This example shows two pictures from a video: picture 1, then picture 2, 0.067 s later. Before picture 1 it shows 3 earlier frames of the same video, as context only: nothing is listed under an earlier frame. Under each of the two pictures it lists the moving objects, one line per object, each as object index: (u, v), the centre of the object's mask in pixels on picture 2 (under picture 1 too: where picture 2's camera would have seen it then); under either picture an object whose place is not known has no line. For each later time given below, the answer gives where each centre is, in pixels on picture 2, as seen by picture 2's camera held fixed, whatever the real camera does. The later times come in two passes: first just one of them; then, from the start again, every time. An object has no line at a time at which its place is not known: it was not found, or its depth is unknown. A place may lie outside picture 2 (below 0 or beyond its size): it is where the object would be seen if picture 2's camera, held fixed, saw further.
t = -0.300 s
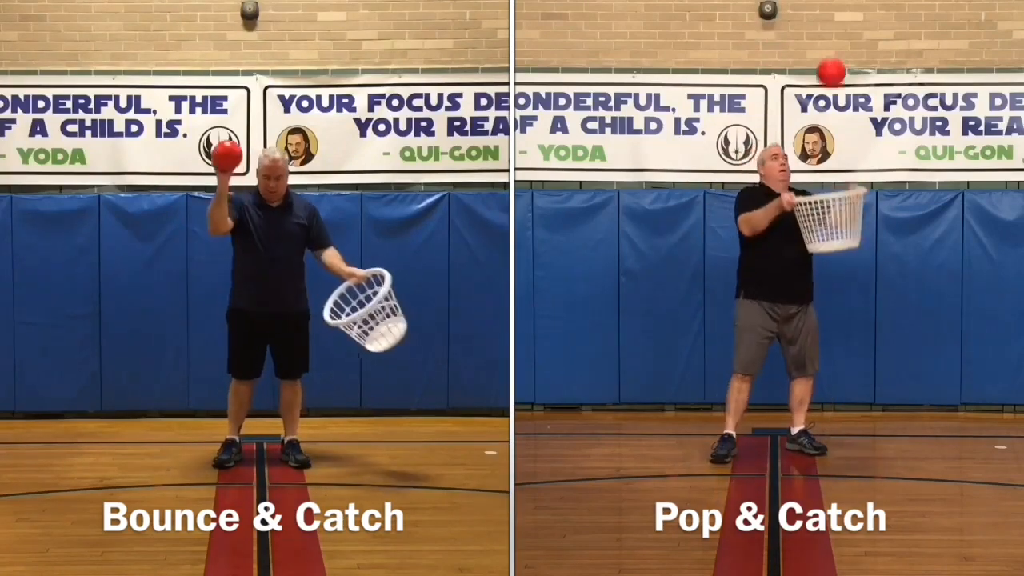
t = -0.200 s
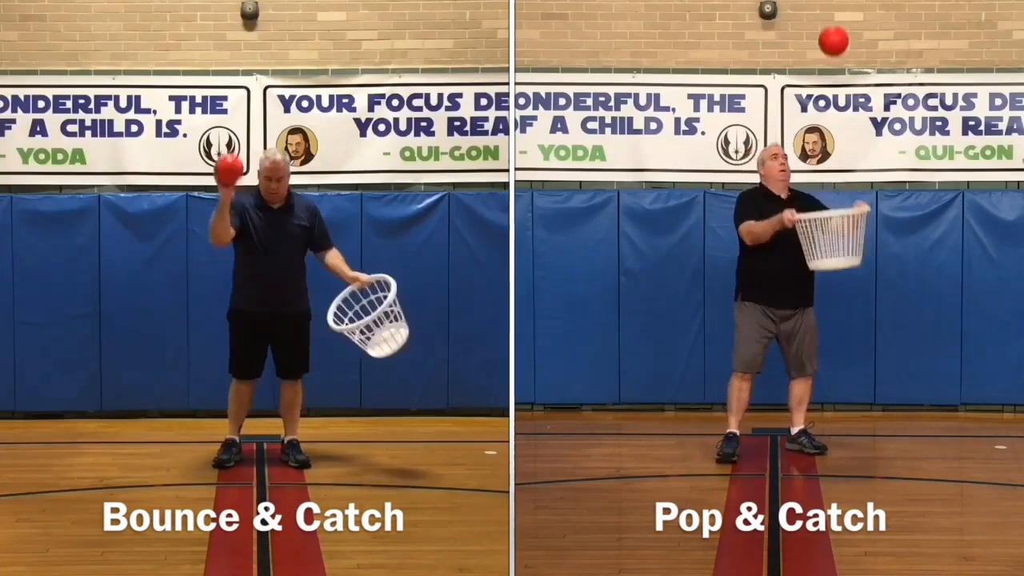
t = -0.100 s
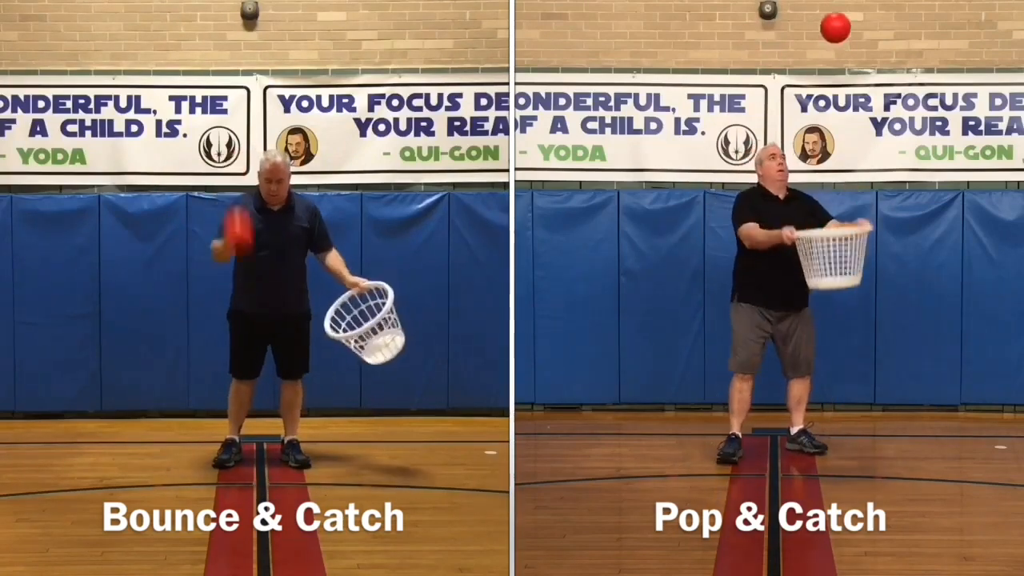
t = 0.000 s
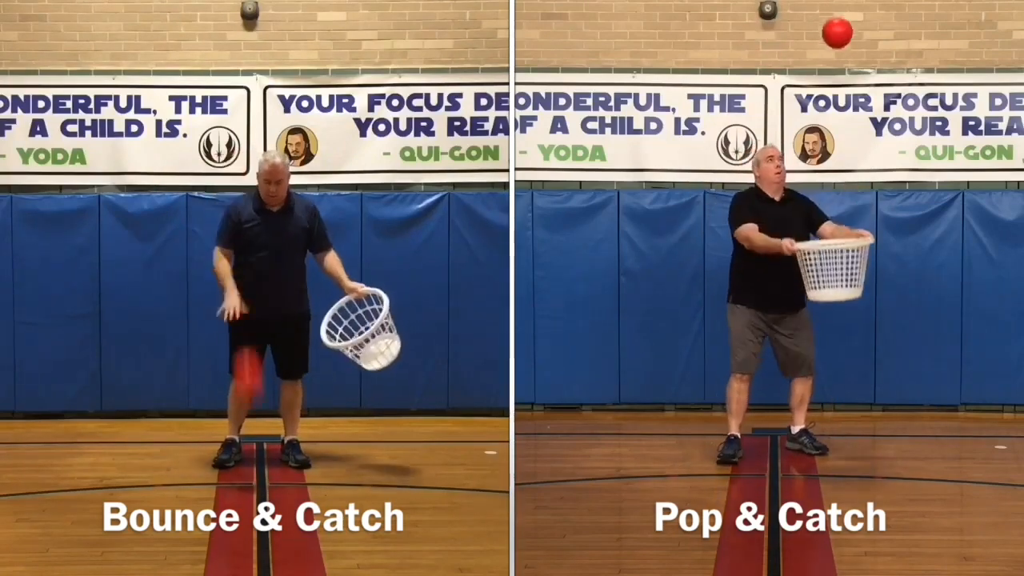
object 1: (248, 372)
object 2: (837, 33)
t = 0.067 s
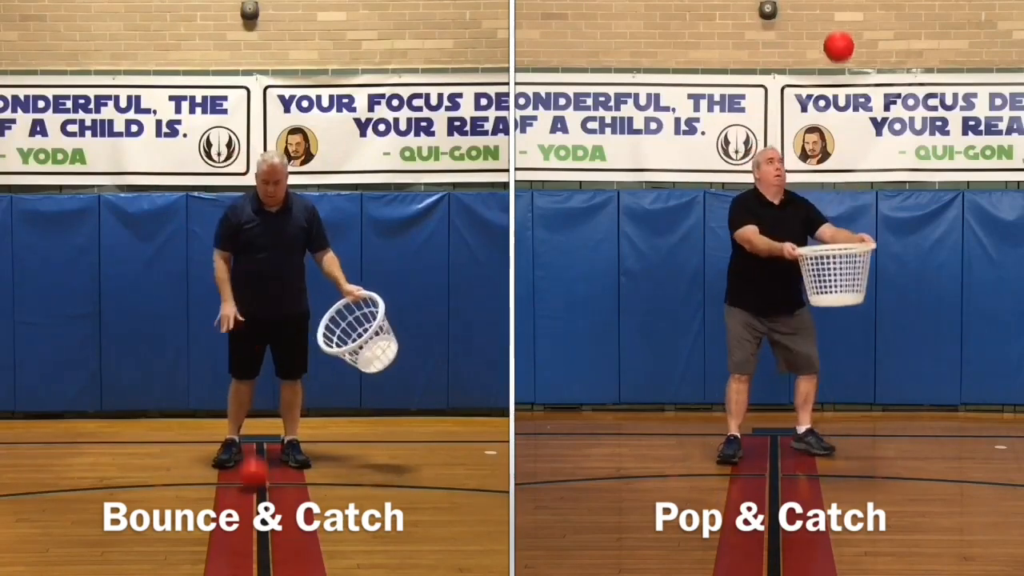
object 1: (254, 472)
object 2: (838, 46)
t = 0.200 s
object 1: (258, 373)
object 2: (842, 99)
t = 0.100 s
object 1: (255, 449)
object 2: (839, 57)
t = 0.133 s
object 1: (256, 419)
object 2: (840, 68)
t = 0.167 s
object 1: (258, 396)
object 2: (841, 82)
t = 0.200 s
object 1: (258, 373)
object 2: (842, 99)
